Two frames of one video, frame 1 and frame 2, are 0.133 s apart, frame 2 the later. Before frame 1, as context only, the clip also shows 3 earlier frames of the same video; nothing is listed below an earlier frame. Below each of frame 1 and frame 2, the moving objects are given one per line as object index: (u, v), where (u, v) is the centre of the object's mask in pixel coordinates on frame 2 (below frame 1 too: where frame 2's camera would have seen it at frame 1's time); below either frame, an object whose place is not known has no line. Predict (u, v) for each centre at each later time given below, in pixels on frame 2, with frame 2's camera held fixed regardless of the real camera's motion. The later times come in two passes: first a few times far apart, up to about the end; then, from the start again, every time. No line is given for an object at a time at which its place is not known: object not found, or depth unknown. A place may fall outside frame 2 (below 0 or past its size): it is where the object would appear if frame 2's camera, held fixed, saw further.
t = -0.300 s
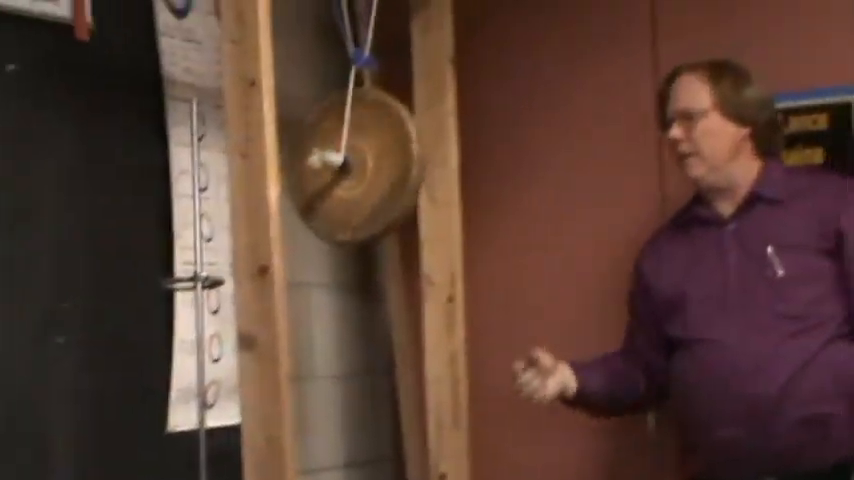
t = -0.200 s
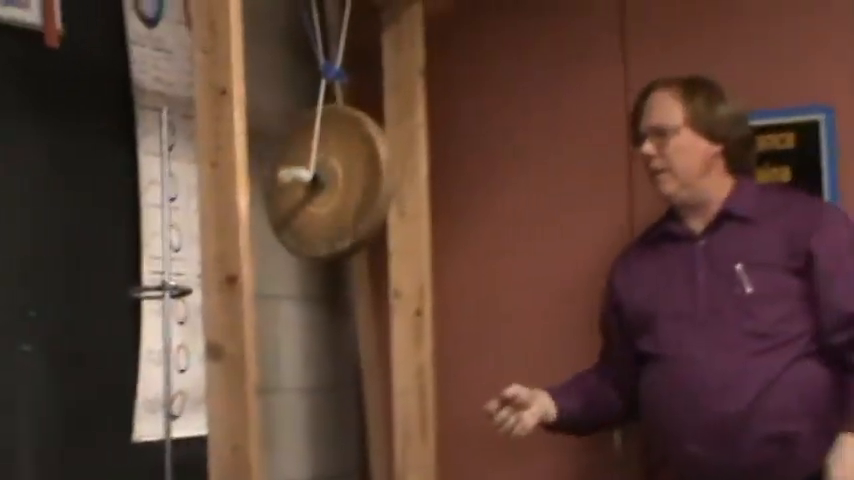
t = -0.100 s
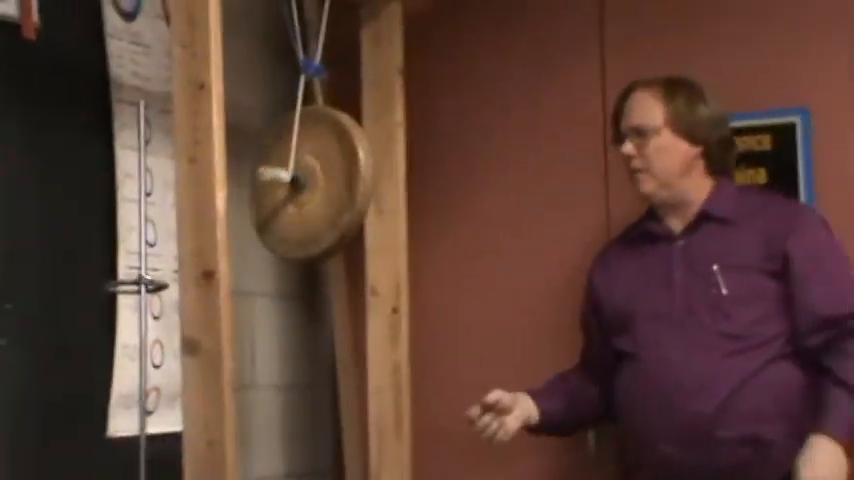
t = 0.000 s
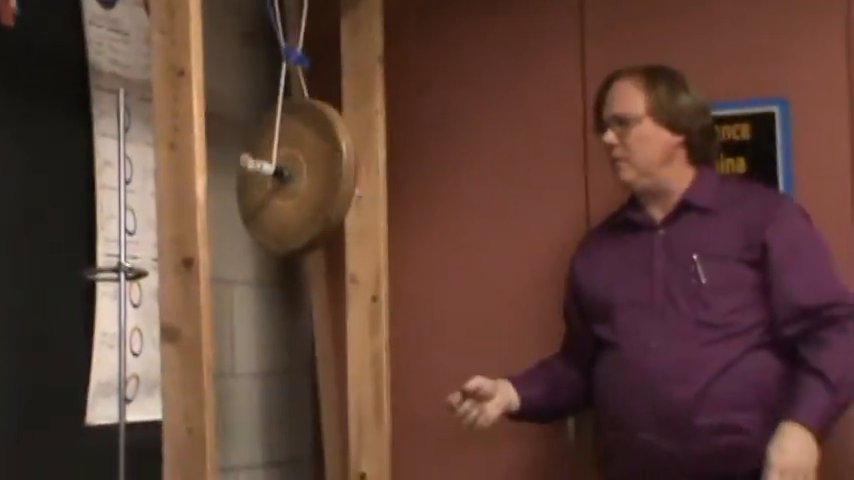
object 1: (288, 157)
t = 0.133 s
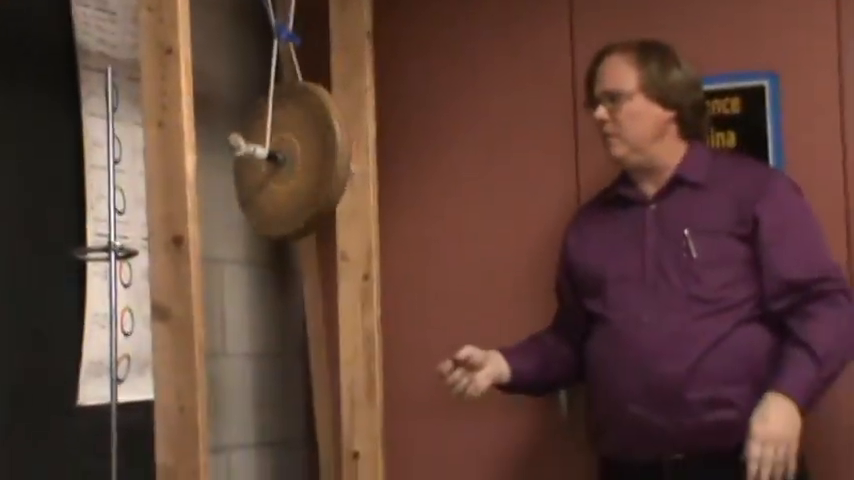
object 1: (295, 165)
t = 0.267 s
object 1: (298, 168)
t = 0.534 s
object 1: (286, 182)
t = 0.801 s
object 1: (282, 201)
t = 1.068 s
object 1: (283, 224)
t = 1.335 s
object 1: (289, 250)
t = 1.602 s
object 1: (290, 282)
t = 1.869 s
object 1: (287, 319)
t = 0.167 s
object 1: (292, 163)
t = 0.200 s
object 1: (293, 164)
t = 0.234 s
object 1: (293, 165)
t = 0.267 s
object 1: (298, 168)
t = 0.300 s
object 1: (297, 170)
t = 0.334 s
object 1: (293, 168)
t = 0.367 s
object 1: (292, 170)
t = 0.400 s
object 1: (291, 172)
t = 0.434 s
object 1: (290, 174)
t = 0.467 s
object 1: (288, 179)
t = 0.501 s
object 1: (287, 180)
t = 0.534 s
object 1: (286, 182)
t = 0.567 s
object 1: (285, 184)
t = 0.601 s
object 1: (285, 187)
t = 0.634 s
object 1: (283, 190)
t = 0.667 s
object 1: (283, 192)
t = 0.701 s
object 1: (282, 193)
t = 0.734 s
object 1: (282, 196)
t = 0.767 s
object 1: (282, 198)
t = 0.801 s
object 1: (282, 201)
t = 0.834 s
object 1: (283, 203)
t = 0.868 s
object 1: (282, 205)
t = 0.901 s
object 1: (282, 208)
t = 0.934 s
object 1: (283, 211)
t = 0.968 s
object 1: (284, 214)
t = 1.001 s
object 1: (283, 217)
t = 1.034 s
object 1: (283, 220)
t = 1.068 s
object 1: (283, 224)
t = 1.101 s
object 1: (283, 227)
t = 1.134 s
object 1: (284, 231)
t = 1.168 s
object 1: (284, 234)
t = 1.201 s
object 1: (284, 237)
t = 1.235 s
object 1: (286, 240)
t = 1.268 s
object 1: (287, 243)
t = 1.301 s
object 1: (288, 247)
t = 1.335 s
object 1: (289, 250)
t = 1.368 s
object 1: (290, 253)
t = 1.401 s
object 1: (291, 257)
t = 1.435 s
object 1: (291, 261)
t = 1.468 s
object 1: (291, 265)
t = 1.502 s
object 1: (290, 269)
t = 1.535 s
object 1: (290, 274)
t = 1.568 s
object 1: (290, 278)
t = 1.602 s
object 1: (290, 282)
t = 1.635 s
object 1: (291, 286)
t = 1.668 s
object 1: (292, 290)
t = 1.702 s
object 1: (292, 295)
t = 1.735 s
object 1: (291, 299)
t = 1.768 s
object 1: (291, 304)
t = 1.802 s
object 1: (290, 310)
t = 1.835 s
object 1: (288, 314)
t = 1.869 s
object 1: (287, 319)
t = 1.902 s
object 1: (287, 322)
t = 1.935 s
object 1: (287, 325)
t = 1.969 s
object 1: (288, 328)
